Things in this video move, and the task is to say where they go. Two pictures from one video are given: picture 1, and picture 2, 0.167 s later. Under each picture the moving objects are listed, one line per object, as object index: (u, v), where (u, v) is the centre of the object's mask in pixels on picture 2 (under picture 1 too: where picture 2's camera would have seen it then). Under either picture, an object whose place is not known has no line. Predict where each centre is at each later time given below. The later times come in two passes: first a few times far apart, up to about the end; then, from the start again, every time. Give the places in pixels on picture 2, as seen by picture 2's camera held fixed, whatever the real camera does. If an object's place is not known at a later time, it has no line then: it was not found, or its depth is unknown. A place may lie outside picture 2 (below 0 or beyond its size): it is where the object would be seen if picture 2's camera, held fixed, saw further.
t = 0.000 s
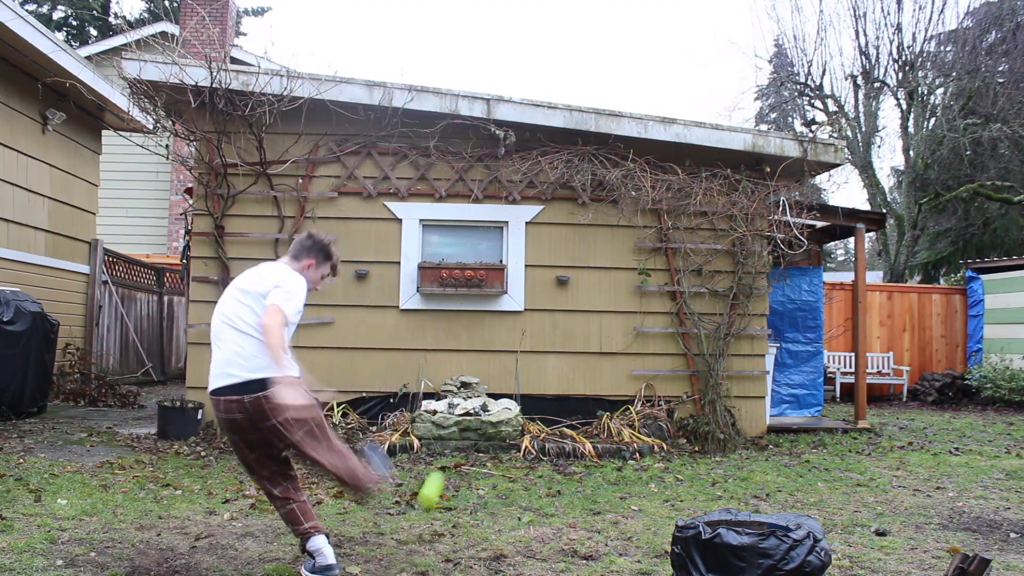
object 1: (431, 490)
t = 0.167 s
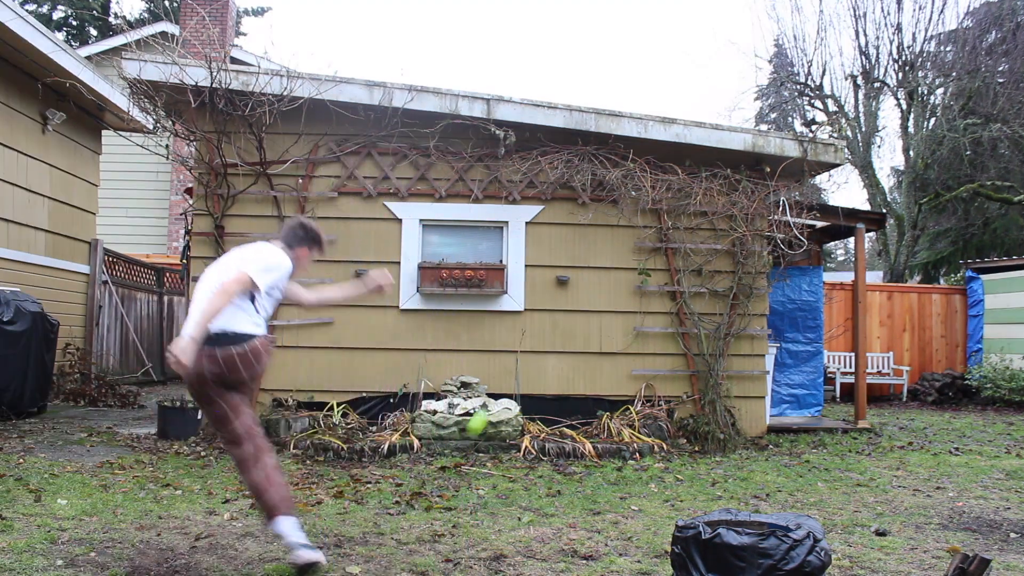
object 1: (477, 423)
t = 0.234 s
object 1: (503, 387)
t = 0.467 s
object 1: (617, 277)
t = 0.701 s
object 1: (789, 212)
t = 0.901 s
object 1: (1004, 236)
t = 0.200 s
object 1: (491, 402)
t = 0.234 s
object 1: (503, 387)
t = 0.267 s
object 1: (517, 370)
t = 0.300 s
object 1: (532, 353)
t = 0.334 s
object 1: (547, 337)
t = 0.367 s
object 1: (563, 321)
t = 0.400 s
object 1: (581, 305)
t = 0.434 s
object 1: (598, 290)
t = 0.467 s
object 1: (617, 277)
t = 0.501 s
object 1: (638, 264)
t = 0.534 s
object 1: (659, 252)
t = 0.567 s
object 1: (682, 241)
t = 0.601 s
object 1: (706, 232)
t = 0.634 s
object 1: (732, 224)
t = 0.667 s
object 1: (759, 217)
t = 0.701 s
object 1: (789, 212)
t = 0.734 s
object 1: (820, 210)
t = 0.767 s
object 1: (856, 213)
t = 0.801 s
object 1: (892, 214)
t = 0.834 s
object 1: (931, 218)
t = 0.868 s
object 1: (976, 227)
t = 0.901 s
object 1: (1004, 236)
